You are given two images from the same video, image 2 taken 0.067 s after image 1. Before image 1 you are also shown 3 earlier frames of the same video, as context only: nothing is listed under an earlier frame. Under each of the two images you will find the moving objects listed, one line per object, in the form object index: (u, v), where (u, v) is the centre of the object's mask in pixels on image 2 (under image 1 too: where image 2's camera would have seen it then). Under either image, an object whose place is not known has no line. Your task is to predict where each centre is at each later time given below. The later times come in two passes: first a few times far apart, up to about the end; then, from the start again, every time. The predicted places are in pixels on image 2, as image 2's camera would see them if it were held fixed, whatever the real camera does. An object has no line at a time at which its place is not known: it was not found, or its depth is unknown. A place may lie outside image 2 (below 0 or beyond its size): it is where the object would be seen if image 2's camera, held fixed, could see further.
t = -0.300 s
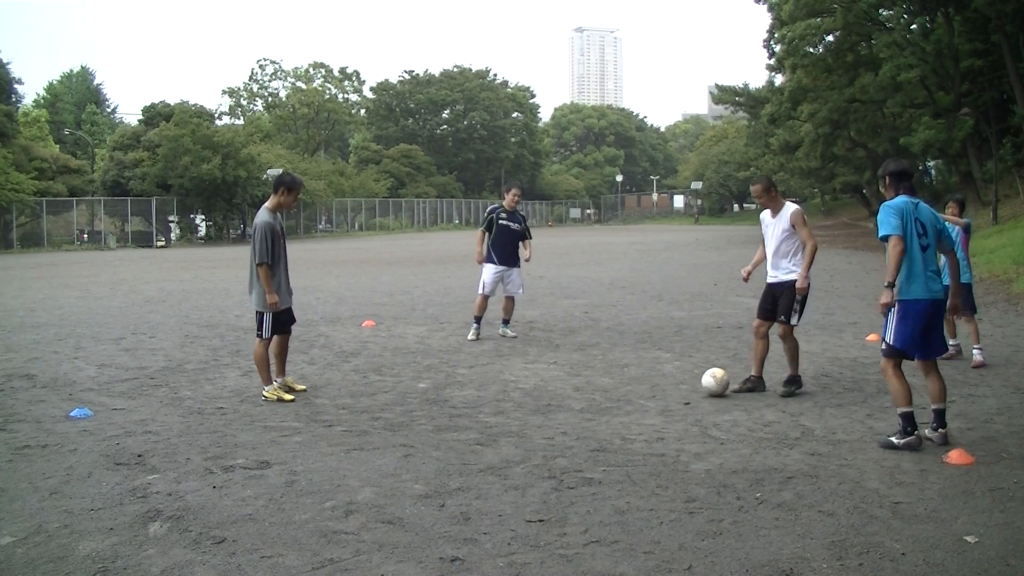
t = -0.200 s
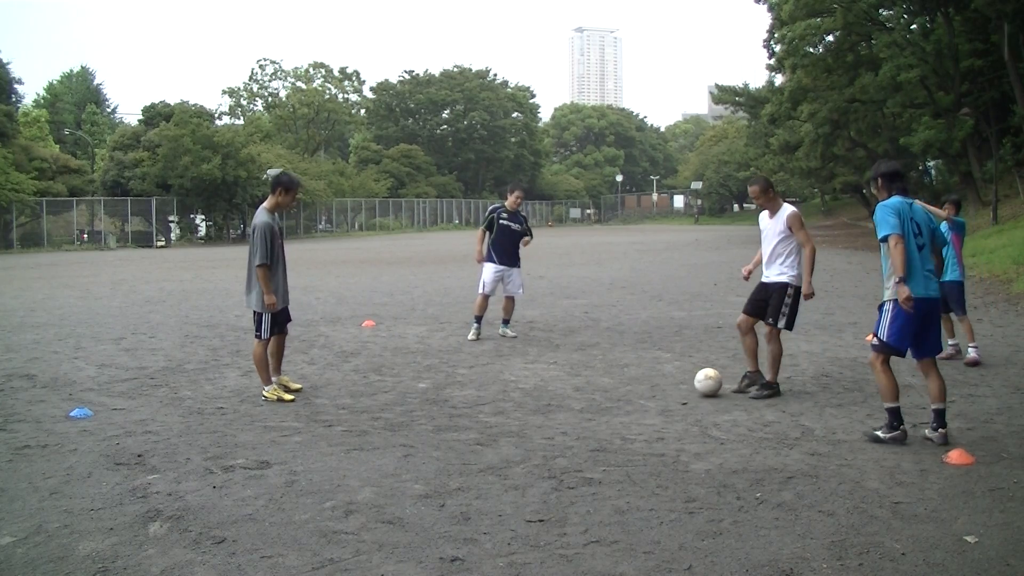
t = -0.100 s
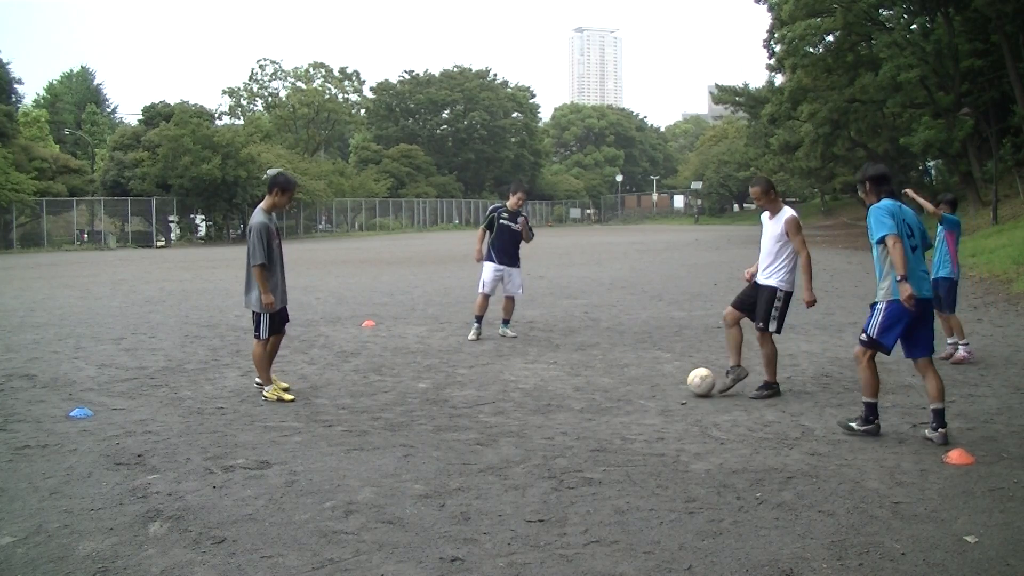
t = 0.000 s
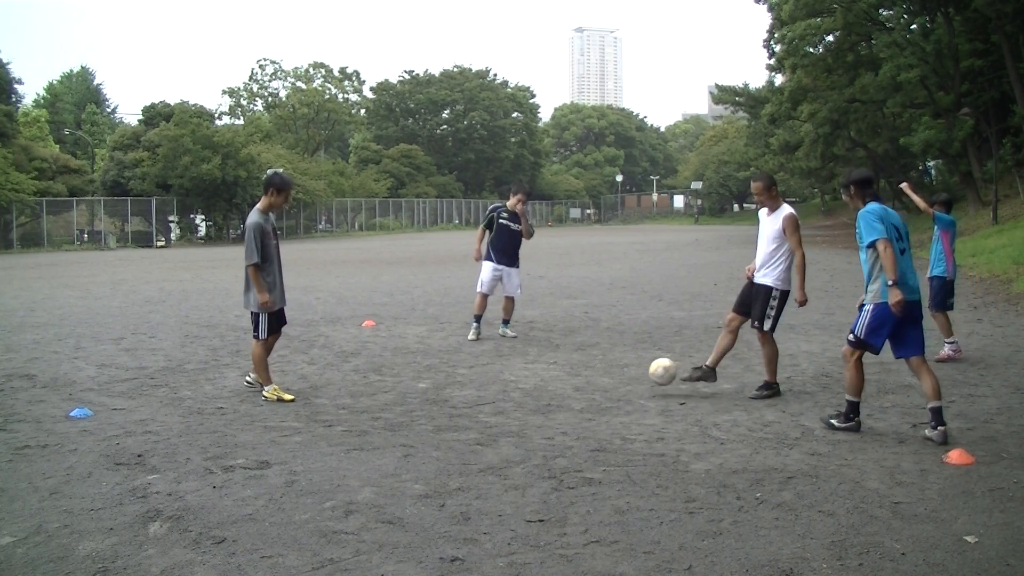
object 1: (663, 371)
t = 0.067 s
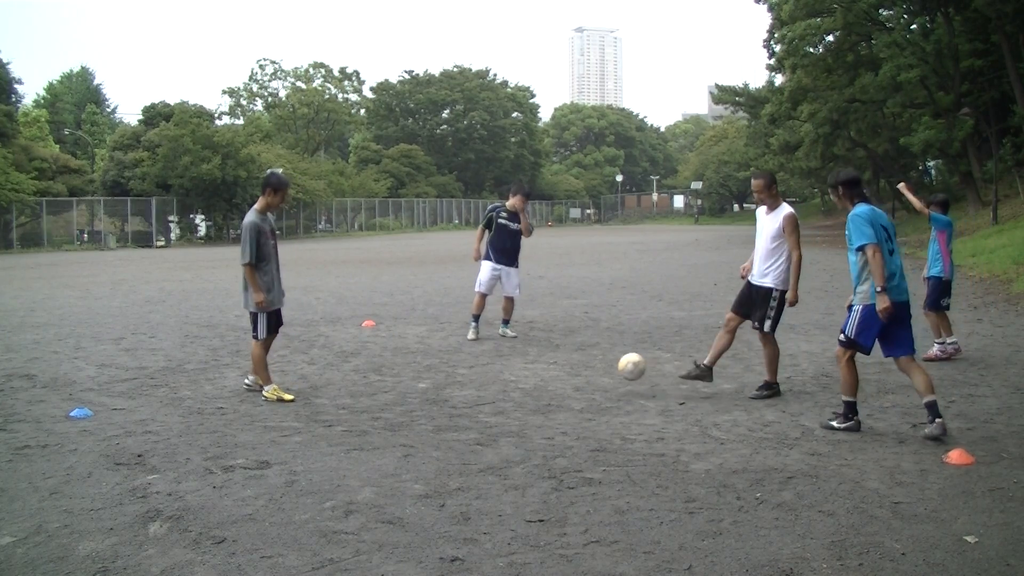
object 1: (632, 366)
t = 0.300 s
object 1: (536, 375)
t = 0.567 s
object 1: (462, 376)
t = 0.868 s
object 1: (387, 374)
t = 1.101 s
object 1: (334, 372)
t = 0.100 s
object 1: (616, 366)
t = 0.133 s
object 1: (601, 367)
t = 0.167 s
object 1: (586, 370)
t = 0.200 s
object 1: (570, 374)
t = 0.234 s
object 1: (556, 379)
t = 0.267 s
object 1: (546, 376)
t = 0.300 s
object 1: (536, 375)
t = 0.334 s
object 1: (526, 375)
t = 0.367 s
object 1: (516, 377)
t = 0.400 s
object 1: (506, 377)
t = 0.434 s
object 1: (497, 376)
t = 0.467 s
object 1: (489, 377)
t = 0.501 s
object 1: (480, 377)
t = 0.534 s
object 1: (471, 376)
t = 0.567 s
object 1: (462, 376)
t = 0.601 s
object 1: (453, 376)
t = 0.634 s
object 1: (444, 375)
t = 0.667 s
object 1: (436, 375)
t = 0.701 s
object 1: (428, 375)
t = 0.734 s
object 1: (419, 374)
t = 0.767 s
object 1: (411, 374)
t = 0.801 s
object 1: (404, 374)
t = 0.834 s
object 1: (395, 374)
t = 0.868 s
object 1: (387, 374)
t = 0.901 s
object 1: (379, 373)
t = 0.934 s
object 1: (371, 373)
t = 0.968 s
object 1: (363, 373)
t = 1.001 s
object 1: (356, 373)
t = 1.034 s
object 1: (349, 372)
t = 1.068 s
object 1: (341, 372)
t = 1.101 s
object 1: (334, 372)
